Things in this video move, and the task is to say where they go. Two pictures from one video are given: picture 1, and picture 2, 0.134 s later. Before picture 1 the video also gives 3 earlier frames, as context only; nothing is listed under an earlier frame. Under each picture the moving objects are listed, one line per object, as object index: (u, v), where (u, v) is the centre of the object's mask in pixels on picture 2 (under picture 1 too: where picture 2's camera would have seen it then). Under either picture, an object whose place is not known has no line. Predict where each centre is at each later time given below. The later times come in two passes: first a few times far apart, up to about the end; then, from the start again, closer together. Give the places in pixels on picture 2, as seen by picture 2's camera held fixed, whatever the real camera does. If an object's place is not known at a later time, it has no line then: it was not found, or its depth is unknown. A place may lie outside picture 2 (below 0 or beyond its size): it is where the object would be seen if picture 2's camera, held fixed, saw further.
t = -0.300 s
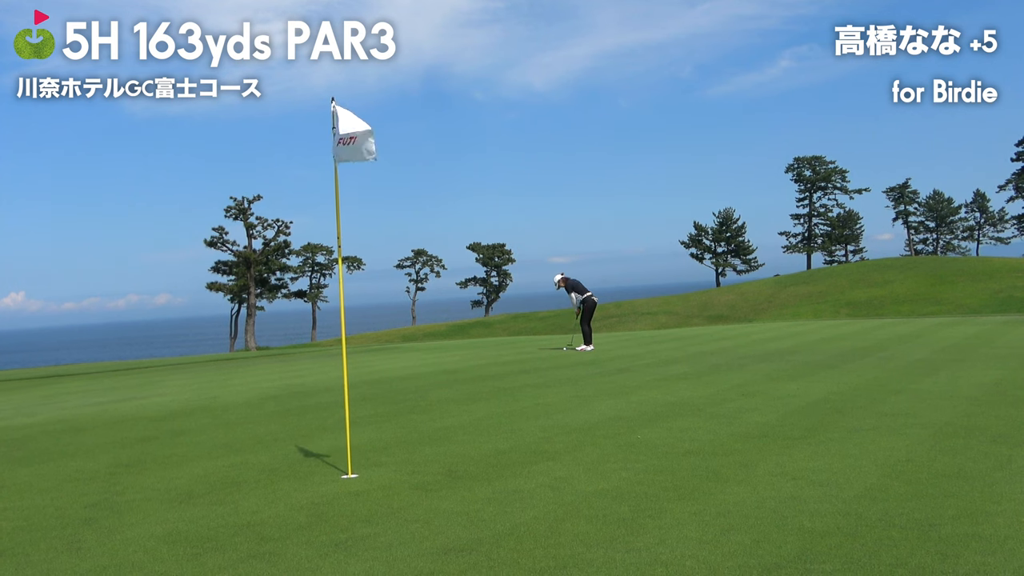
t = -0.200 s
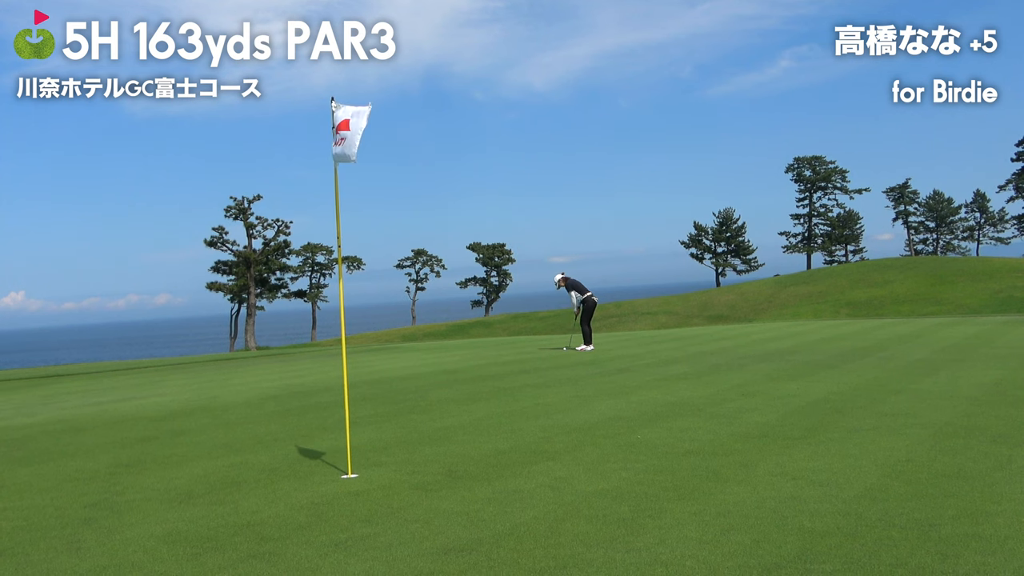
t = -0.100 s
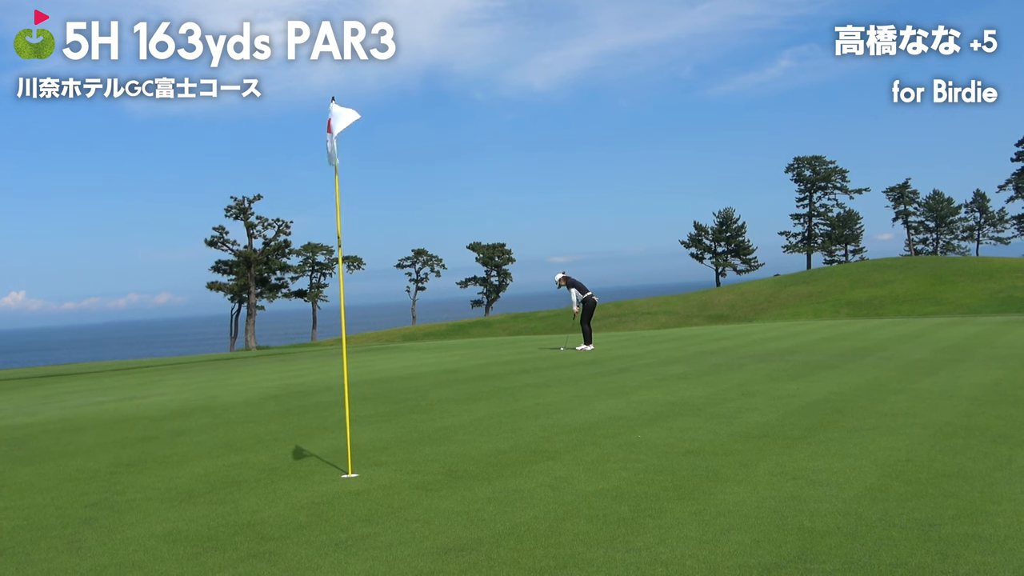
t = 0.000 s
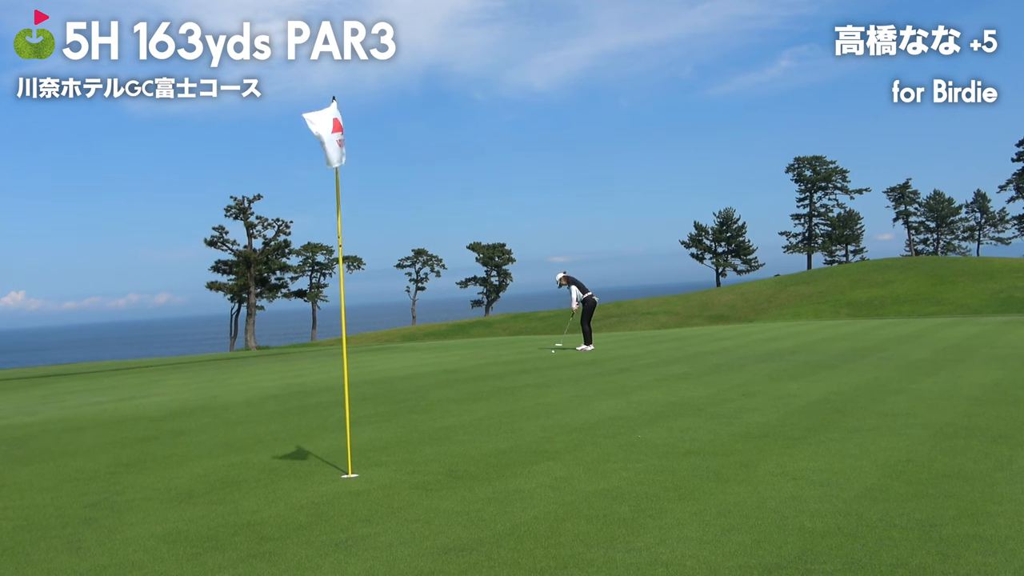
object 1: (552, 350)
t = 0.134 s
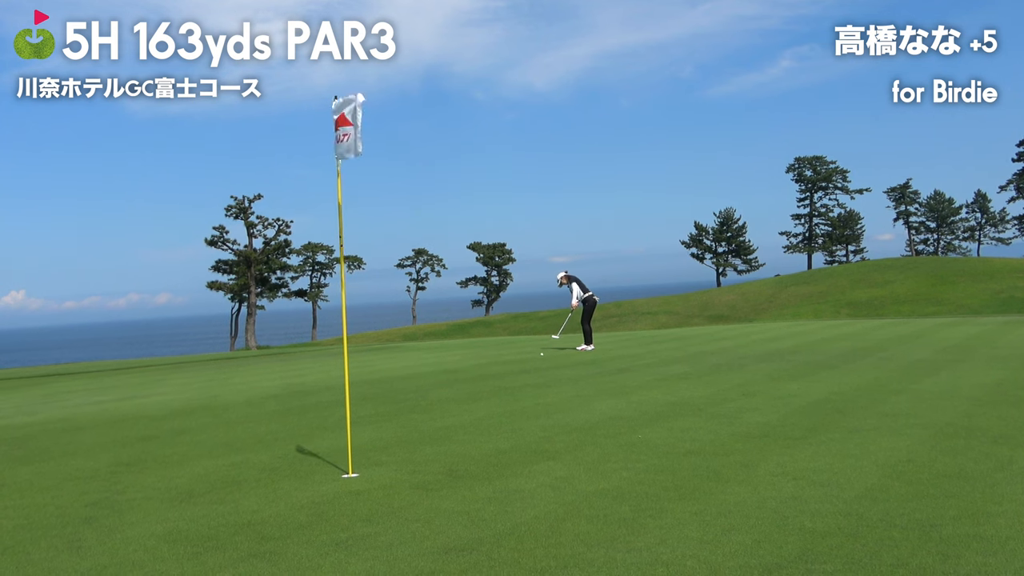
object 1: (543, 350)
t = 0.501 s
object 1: (514, 362)
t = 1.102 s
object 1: (473, 377)
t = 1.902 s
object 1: (422, 403)
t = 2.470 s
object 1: (386, 427)
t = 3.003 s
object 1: (353, 454)
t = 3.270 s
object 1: (335, 469)
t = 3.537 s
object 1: (318, 486)
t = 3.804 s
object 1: (301, 503)
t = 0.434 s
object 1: (519, 360)
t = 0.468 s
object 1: (516, 361)
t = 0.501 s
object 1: (514, 362)
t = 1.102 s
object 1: (473, 377)
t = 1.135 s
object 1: (471, 378)
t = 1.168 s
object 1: (469, 379)
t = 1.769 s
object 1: (431, 398)
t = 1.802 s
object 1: (428, 399)
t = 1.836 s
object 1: (426, 401)
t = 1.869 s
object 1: (424, 402)
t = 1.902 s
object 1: (422, 403)
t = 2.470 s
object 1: (386, 427)
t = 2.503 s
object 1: (384, 429)
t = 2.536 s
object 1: (382, 430)
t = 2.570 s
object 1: (380, 432)
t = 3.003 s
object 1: (353, 454)
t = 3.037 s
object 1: (350, 455)
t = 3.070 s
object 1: (347, 457)
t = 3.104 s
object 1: (346, 459)
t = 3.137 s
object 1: (344, 461)
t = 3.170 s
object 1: (342, 463)
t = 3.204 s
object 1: (340, 465)
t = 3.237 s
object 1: (338, 467)
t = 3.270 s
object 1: (335, 469)
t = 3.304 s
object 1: (333, 471)
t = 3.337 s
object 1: (331, 473)
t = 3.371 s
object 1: (329, 475)
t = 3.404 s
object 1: (327, 478)
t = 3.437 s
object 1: (325, 479)
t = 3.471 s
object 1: (322, 481)
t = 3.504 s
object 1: (320, 483)
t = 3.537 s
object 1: (318, 486)
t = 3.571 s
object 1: (316, 487)
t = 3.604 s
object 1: (314, 490)
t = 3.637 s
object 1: (312, 492)
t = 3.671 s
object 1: (310, 494)
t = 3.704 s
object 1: (307, 496)
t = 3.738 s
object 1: (305, 498)
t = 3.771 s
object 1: (303, 500)
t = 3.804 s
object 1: (301, 503)
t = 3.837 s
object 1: (300, 505)
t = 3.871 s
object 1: (297, 506)
